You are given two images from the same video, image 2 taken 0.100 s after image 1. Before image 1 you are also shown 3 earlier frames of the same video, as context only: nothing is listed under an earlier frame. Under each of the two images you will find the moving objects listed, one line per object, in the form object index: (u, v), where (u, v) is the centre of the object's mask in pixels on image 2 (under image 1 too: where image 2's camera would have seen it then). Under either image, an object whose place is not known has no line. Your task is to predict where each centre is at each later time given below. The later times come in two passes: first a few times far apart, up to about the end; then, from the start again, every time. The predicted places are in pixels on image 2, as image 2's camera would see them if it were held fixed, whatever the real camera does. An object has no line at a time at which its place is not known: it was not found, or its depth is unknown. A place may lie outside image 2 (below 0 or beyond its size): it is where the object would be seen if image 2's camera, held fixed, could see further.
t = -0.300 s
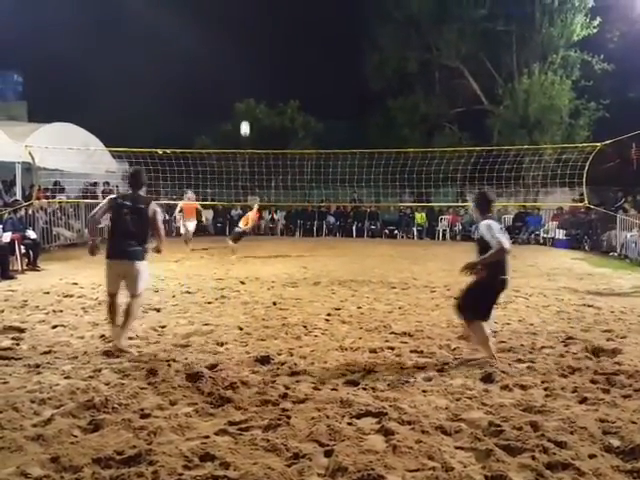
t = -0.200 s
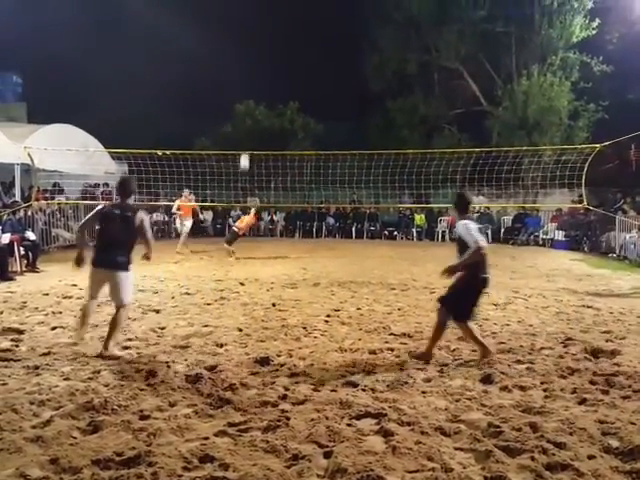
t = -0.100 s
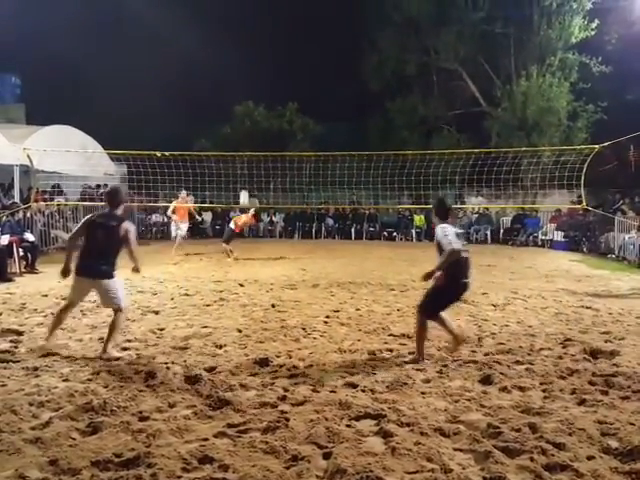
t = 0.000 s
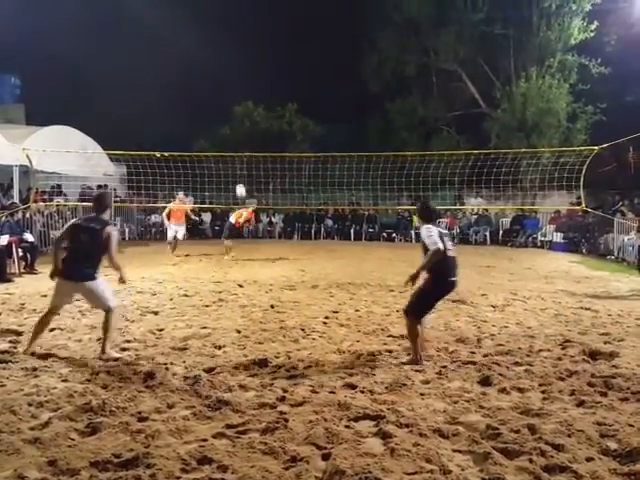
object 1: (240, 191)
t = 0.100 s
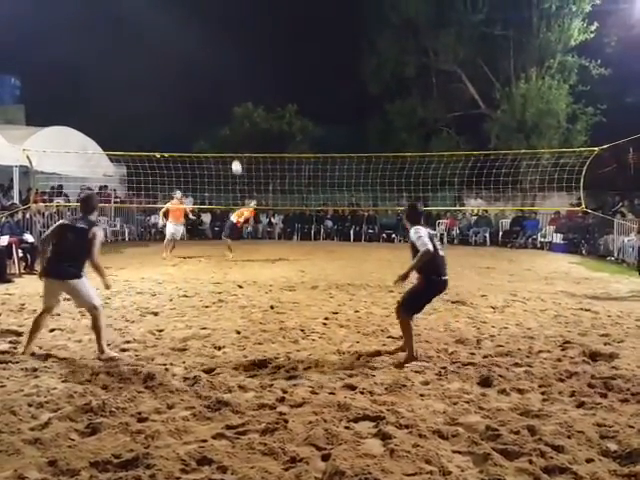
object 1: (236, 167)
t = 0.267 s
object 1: (229, 134)
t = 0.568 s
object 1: (217, 103)
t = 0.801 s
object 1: (208, 105)
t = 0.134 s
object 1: (235, 160)
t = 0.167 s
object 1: (233, 153)
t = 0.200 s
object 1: (232, 146)
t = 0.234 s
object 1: (230, 140)
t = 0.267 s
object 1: (229, 134)
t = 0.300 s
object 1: (227, 129)
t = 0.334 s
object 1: (226, 124)
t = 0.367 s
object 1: (225, 120)
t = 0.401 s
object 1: (223, 116)
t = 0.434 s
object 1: (222, 113)
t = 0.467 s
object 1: (221, 109)
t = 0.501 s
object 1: (220, 107)
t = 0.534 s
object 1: (218, 104)
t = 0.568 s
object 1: (217, 103)
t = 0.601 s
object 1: (216, 102)
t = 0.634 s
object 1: (215, 101)
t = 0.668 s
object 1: (213, 101)
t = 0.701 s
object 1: (212, 101)
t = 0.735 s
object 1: (210, 102)
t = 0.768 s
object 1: (209, 104)
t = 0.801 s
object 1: (208, 105)
